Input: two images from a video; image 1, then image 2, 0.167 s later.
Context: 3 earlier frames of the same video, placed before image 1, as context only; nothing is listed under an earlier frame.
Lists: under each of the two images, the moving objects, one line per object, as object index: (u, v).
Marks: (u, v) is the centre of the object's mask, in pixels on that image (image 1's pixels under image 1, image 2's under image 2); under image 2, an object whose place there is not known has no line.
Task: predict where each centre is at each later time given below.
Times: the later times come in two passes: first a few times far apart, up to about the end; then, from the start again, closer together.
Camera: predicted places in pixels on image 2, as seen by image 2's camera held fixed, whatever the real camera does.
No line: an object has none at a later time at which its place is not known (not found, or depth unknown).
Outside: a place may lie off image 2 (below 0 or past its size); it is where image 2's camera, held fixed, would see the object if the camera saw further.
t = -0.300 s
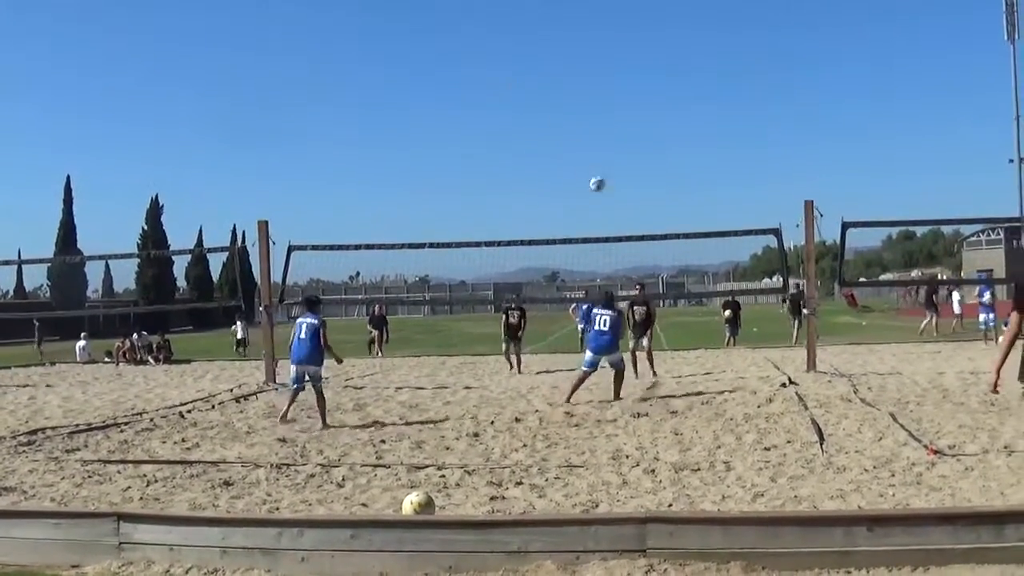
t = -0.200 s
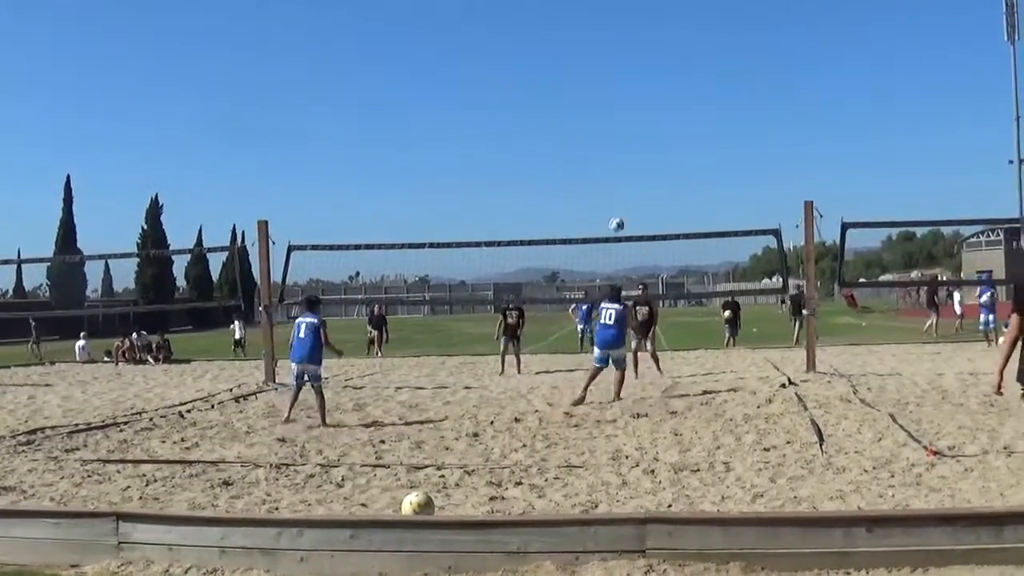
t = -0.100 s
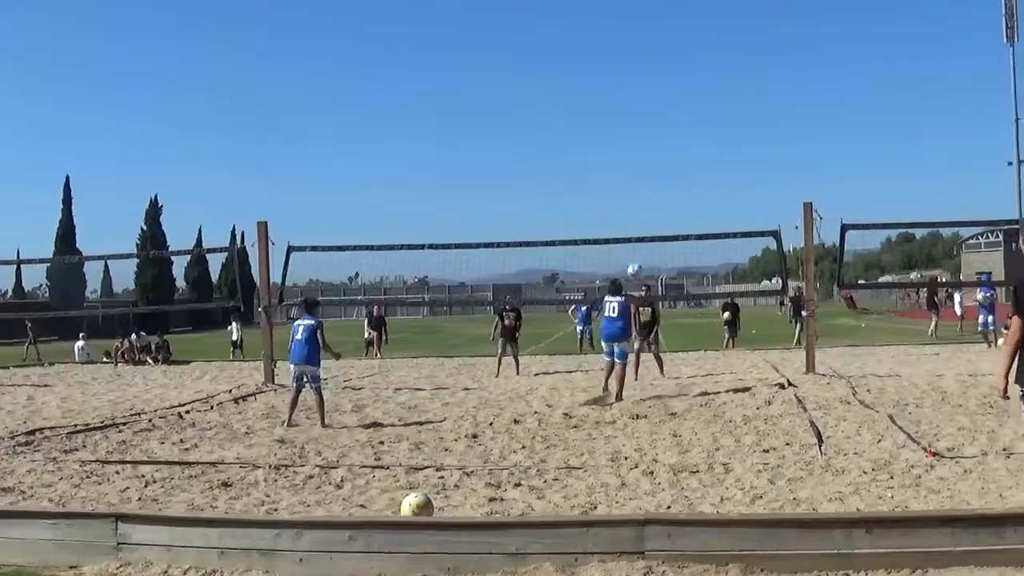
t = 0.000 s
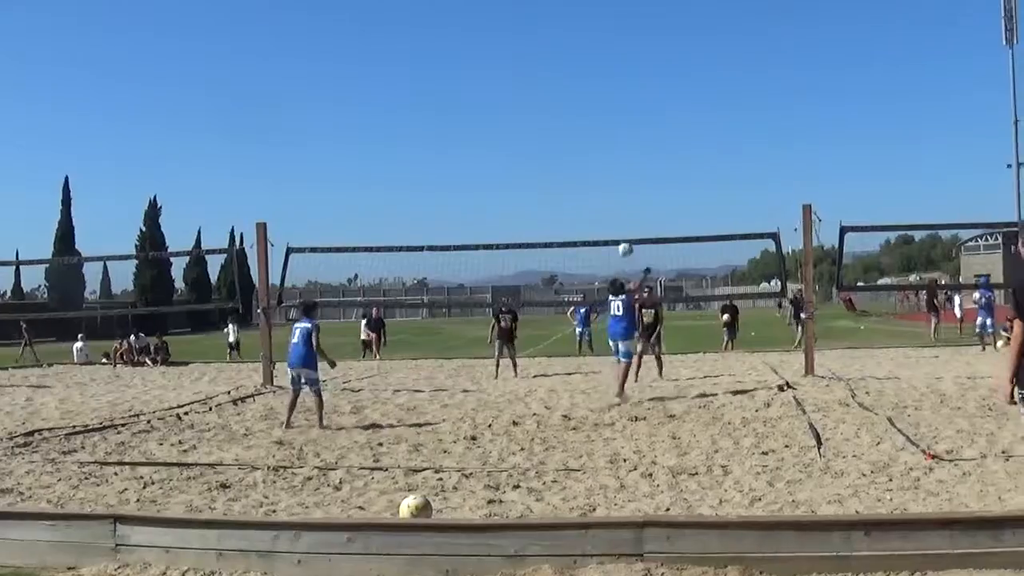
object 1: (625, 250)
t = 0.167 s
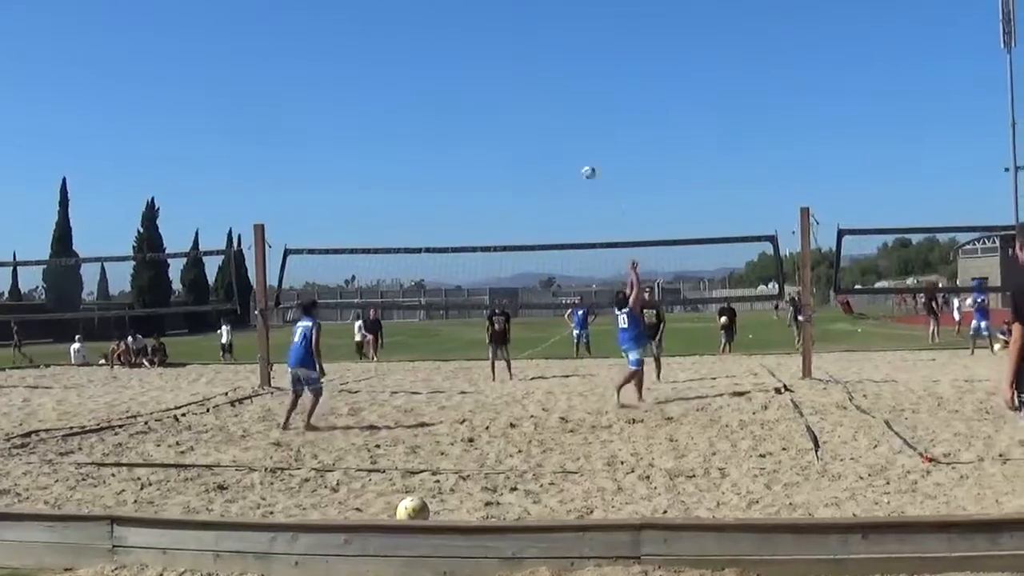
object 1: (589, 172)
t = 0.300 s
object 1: (563, 124)
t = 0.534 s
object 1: (520, 68)
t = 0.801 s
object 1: (478, 51)
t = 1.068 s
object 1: (444, 85)
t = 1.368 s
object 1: (412, 184)
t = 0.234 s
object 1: (576, 147)
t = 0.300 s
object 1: (563, 124)
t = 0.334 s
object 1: (556, 114)
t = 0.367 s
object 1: (550, 104)
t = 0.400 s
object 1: (544, 95)
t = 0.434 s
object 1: (538, 88)
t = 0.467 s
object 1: (532, 80)
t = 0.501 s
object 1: (526, 74)
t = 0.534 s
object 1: (520, 68)
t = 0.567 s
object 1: (515, 63)
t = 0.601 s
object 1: (510, 59)
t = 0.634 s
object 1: (504, 56)
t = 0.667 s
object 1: (499, 53)
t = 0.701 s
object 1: (494, 52)
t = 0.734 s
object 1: (488, 51)
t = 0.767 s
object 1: (483, 52)
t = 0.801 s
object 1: (478, 51)
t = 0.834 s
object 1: (474, 53)
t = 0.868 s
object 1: (469, 55)
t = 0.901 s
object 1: (464, 58)
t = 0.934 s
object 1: (460, 62)
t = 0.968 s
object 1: (456, 66)
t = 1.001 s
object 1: (452, 72)
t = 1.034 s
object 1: (447, 78)
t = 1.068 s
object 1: (444, 85)
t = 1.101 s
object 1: (440, 93)
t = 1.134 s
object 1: (436, 101)
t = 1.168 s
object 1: (432, 112)
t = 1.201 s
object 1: (428, 121)
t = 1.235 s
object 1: (425, 132)
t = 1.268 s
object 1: (421, 144)
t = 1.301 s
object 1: (418, 156)
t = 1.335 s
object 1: (415, 169)
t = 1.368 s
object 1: (412, 184)
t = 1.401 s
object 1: (408, 199)
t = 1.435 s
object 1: (405, 215)
